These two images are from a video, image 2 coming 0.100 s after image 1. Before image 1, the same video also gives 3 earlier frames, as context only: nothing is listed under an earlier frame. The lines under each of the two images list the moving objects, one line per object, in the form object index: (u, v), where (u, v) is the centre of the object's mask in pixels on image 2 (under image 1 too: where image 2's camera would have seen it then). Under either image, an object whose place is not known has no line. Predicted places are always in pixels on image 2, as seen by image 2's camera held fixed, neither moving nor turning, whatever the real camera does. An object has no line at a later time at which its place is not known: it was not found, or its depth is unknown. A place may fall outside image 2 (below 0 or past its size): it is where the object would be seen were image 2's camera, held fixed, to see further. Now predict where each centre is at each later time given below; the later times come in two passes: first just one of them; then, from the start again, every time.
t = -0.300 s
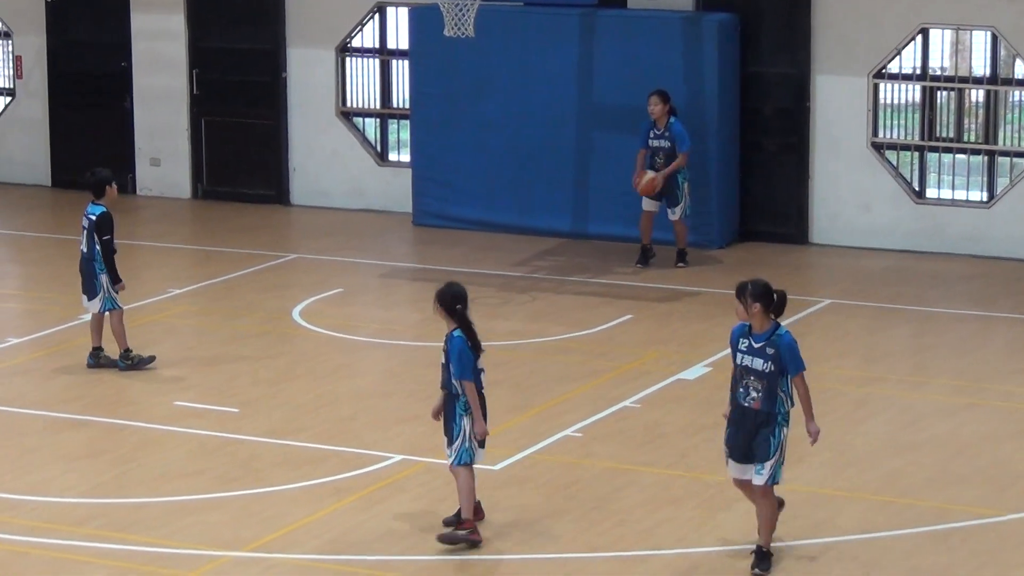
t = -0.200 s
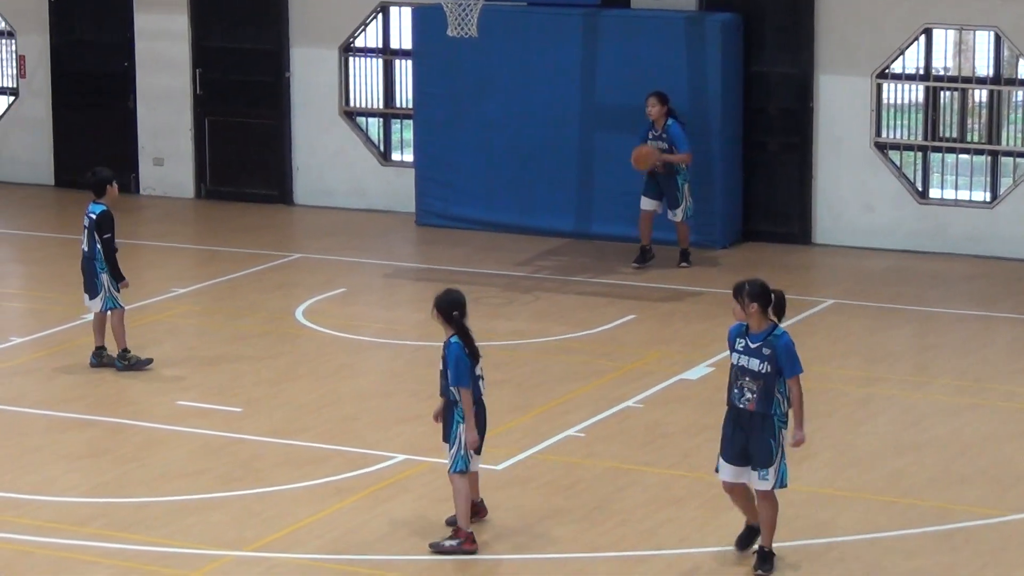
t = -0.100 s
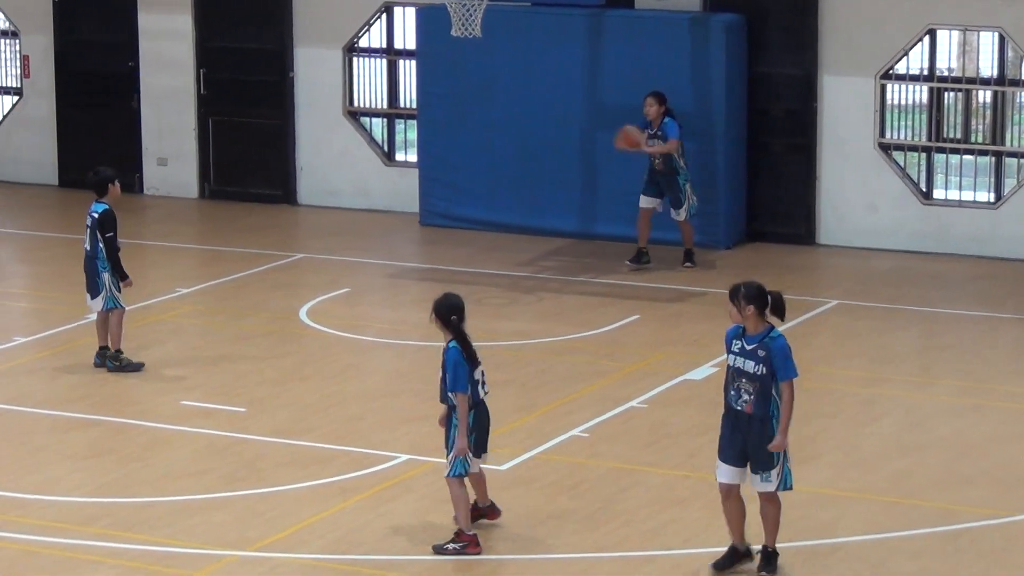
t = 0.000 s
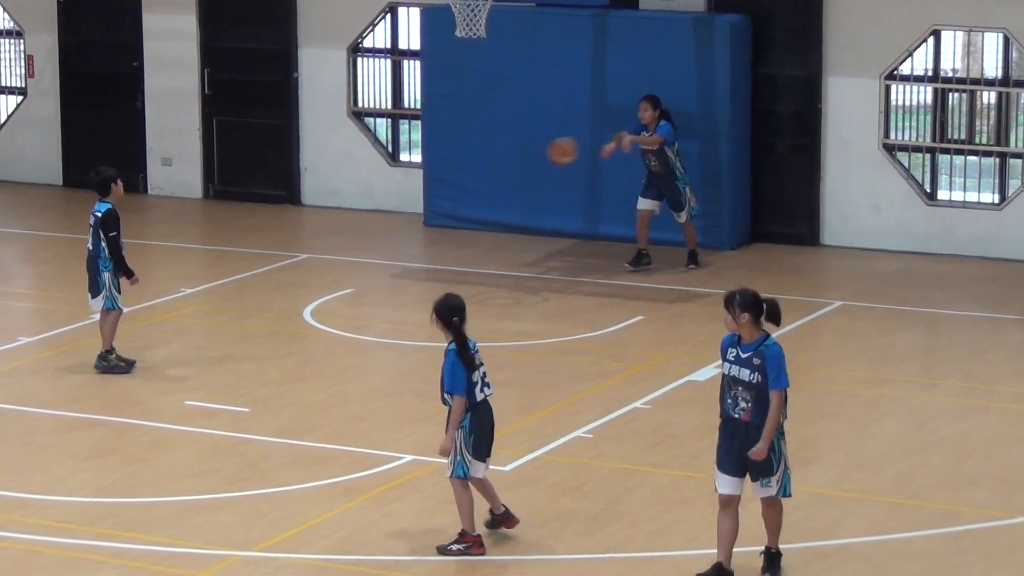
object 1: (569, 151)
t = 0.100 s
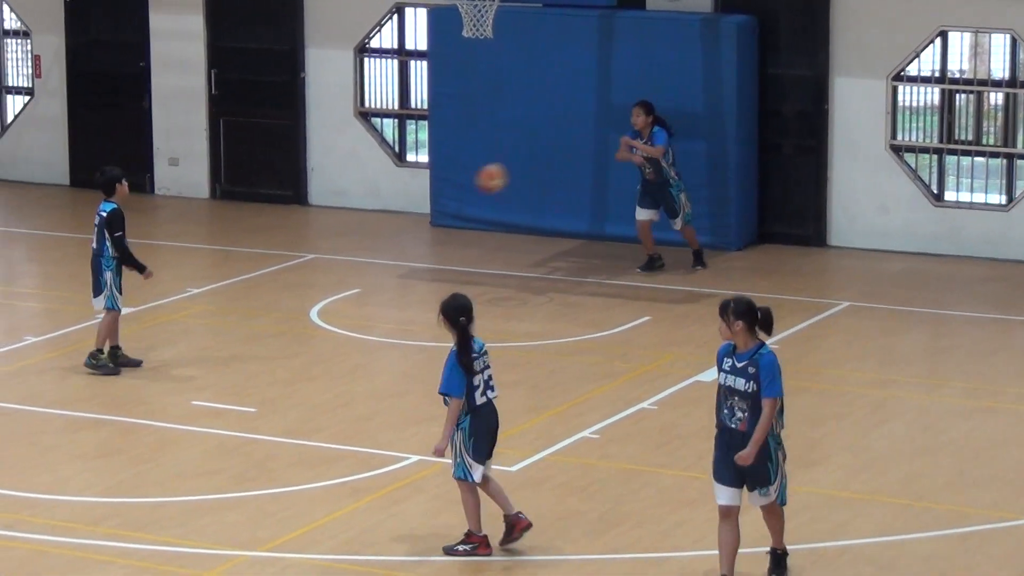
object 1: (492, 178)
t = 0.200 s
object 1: (410, 220)
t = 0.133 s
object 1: (465, 189)
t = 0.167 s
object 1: (440, 203)
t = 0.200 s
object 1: (410, 220)
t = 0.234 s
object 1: (383, 235)
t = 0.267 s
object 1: (355, 253)
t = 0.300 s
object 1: (324, 274)
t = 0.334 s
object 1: (296, 297)
